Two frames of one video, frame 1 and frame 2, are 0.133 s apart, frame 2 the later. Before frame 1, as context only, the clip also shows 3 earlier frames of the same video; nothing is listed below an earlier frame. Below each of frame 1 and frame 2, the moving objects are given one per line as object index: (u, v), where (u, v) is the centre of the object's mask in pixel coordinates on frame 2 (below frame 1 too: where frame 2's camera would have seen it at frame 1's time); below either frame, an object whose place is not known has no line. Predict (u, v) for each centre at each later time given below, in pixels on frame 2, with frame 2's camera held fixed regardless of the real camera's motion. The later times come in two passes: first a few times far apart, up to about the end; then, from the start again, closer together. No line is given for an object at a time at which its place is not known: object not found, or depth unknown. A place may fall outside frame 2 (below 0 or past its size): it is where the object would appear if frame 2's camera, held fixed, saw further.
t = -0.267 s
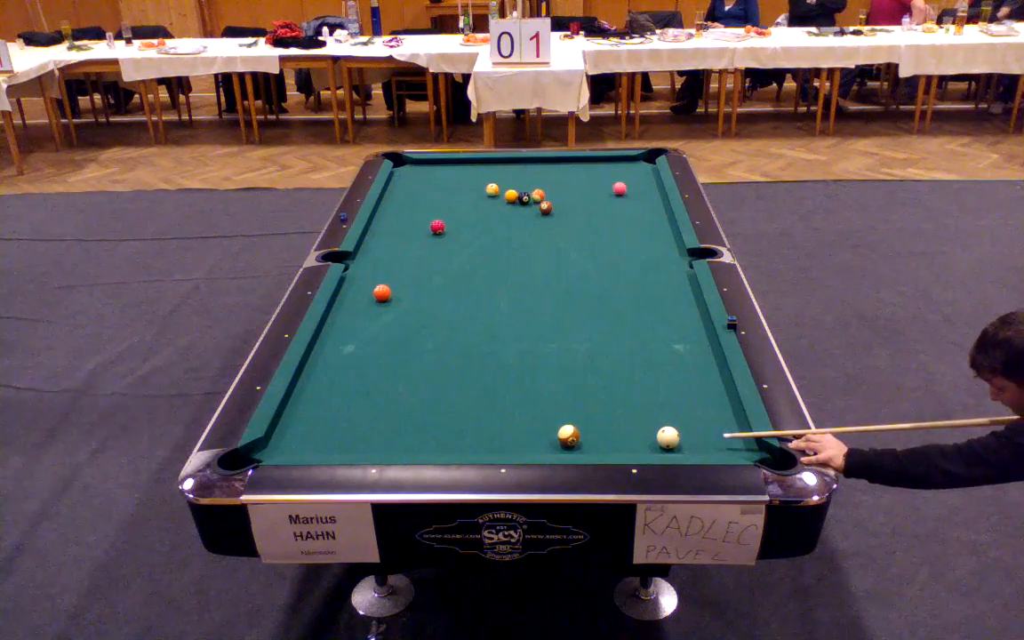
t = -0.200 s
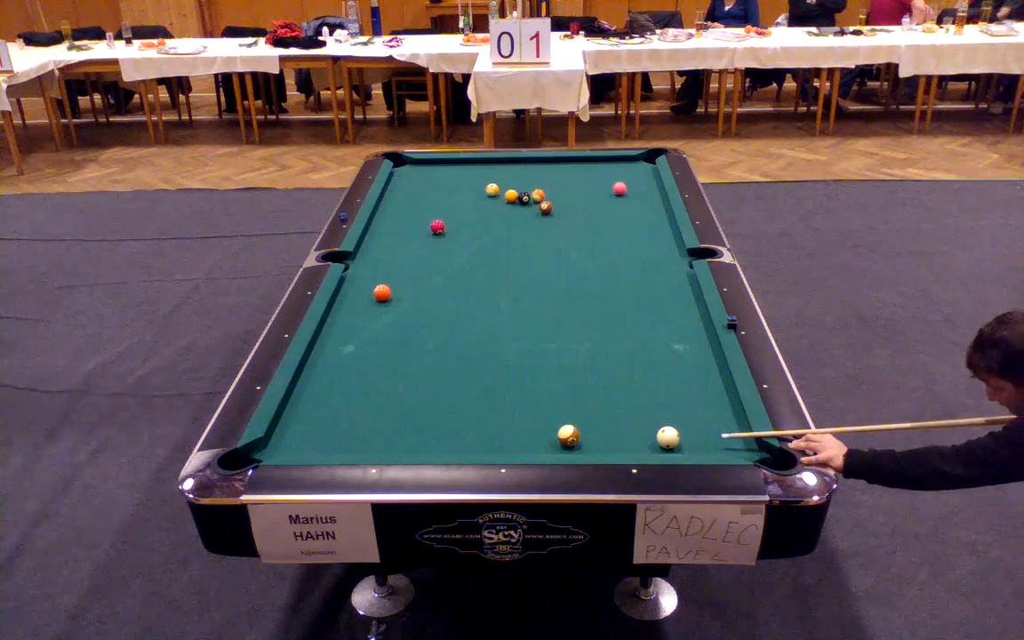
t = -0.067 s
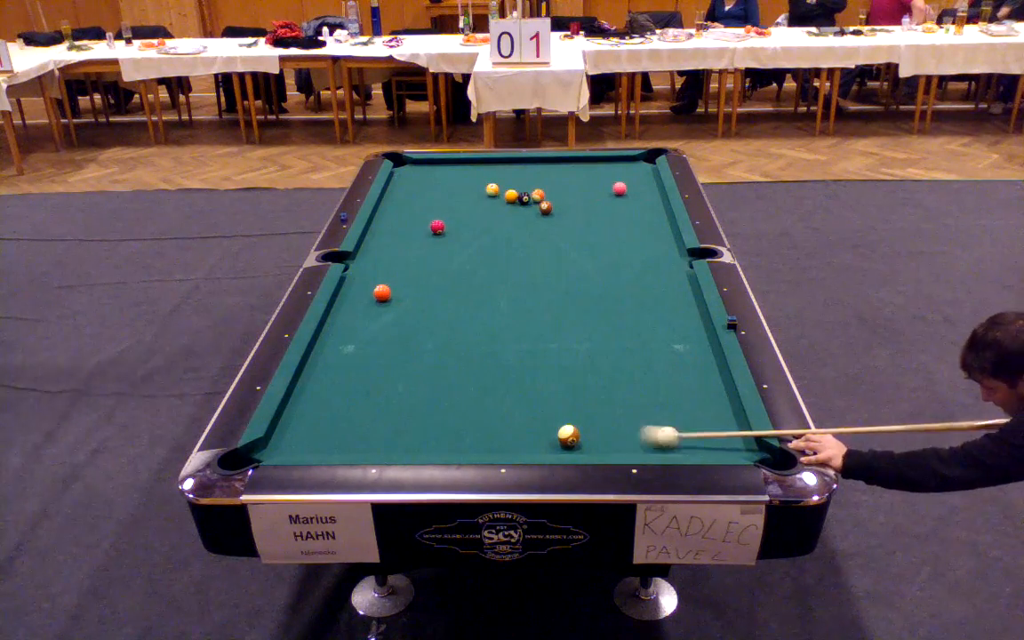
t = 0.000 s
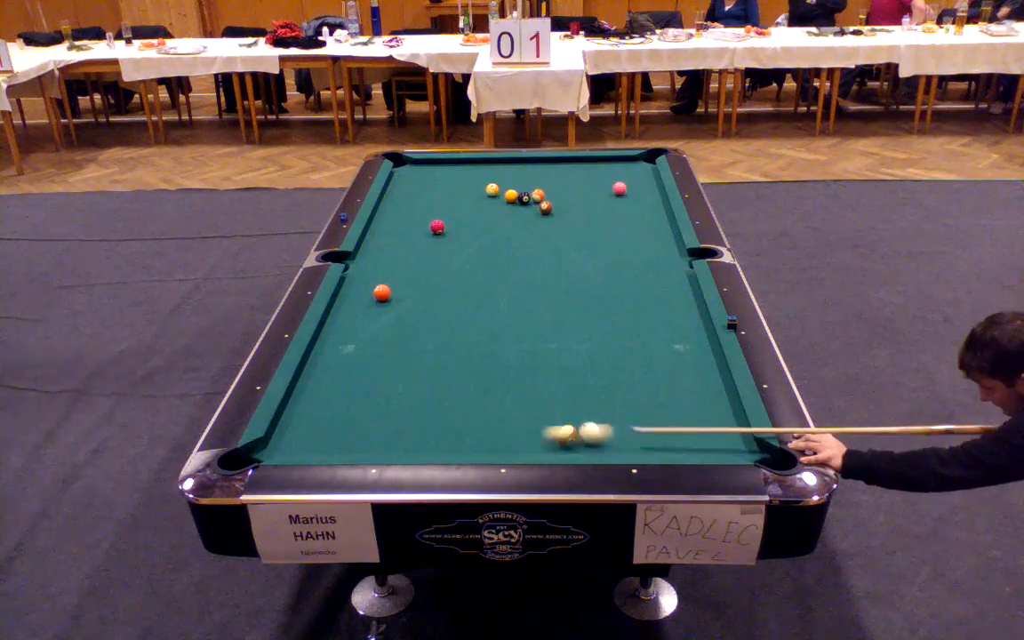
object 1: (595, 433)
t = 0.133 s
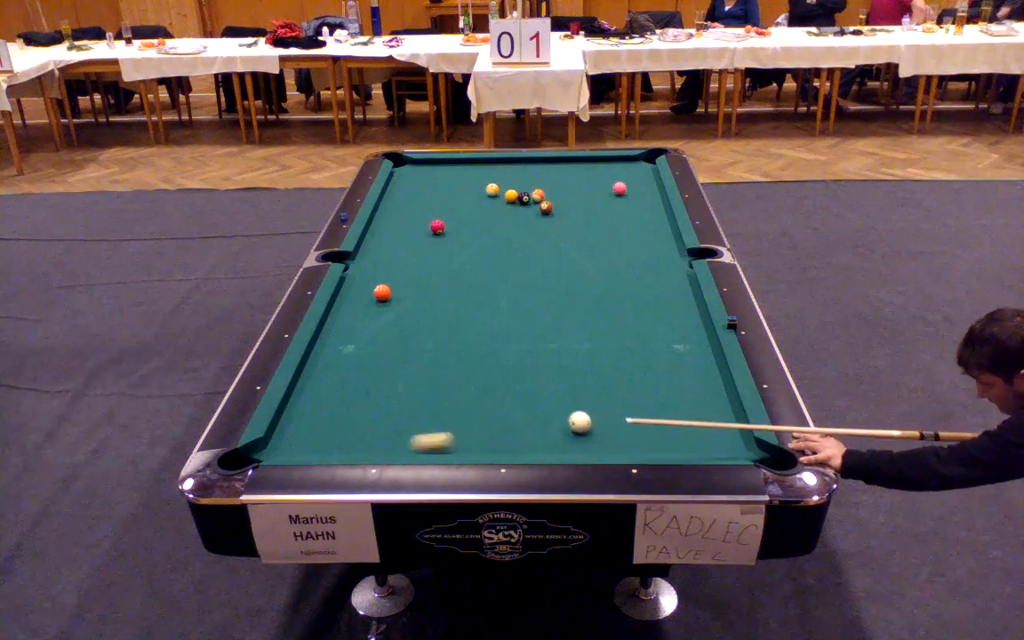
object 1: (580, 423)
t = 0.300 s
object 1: (566, 411)
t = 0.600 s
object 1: (543, 391)
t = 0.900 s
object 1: (524, 374)
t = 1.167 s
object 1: (508, 361)
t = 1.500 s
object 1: (492, 347)
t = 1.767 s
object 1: (481, 337)
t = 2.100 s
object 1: (469, 327)
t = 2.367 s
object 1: (460, 319)
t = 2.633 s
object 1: (453, 313)
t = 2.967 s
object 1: (445, 306)
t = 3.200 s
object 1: (441, 302)
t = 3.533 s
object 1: (436, 297)
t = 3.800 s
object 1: (432, 294)
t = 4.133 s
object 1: (430, 291)
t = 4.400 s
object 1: (428, 290)
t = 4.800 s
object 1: (430, 287)
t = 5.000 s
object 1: (427, 288)
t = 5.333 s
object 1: (427, 288)
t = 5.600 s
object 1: (427, 288)
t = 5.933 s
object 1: (427, 288)
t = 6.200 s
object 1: (427, 288)
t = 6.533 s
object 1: (427, 288)
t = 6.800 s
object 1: (427, 288)
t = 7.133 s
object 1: (427, 288)
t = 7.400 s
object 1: (427, 288)
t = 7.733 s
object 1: (427, 288)
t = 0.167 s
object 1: (577, 420)
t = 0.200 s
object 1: (574, 417)
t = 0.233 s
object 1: (571, 415)
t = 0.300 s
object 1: (566, 411)
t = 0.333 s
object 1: (563, 408)
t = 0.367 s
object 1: (560, 406)
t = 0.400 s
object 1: (558, 404)
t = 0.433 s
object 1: (555, 401)
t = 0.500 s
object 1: (550, 397)
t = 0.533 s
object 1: (548, 395)
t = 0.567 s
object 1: (545, 393)
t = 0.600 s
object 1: (543, 391)
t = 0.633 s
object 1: (541, 389)
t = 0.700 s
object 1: (536, 385)
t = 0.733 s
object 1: (534, 383)
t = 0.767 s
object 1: (532, 382)
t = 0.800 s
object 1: (530, 380)
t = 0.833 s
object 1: (528, 378)
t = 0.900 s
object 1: (524, 374)
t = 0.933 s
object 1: (521, 373)
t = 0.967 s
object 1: (520, 371)
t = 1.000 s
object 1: (518, 369)
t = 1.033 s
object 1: (516, 368)
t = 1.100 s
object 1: (512, 364)
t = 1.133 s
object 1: (510, 363)
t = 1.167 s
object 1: (508, 361)
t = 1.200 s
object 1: (507, 360)
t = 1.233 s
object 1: (505, 358)
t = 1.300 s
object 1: (502, 355)
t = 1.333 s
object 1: (500, 354)
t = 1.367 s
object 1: (498, 352)
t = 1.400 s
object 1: (497, 351)
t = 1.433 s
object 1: (495, 350)
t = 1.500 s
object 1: (492, 347)
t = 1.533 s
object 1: (491, 346)
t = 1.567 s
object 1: (489, 344)
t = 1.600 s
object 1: (488, 343)
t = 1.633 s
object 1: (486, 342)
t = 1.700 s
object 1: (484, 339)
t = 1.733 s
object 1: (482, 338)
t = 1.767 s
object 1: (481, 337)
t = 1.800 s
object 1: (479, 336)
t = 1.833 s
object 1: (478, 335)
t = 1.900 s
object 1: (476, 333)
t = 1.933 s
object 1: (475, 332)
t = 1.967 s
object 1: (473, 331)
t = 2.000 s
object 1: (472, 330)
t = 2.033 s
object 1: (471, 328)
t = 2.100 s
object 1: (469, 327)
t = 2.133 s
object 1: (468, 326)
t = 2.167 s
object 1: (467, 325)
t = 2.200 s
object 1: (466, 324)
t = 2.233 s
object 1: (464, 323)
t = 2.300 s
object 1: (462, 321)
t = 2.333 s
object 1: (461, 320)
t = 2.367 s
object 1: (460, 319)
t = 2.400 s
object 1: (459, 318)
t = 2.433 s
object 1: (458, 317)
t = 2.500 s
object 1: (457, 316)
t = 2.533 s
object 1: (456, 315)
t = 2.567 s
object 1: (455, 314)
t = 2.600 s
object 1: (454, 314)
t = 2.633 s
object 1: (453, 313)
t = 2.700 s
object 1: (451, 311)
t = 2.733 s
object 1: (451, 311)
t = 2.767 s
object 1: (450, 310)
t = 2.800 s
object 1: (449, 309)
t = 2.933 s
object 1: (446, 307)
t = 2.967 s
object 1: (445, 306)
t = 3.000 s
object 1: (445, 305)
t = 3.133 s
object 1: (442, 303)
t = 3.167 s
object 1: (441, 302)
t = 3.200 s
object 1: (441, 302)
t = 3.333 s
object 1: (438, 300)
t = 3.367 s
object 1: (438, 299)
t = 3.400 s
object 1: (438, 299)
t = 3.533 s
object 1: (436, 297)
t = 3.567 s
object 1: (435, 297)
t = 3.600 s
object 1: (435, 296)
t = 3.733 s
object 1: (433, 295)
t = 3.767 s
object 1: (433, 294)
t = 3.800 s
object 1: (432, 294)
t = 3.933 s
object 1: (431, 293)
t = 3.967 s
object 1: (431, 293)
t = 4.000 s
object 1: (431, 292)
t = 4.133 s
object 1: (430, 291)
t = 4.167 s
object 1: (429, 291)
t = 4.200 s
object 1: (429, 291)
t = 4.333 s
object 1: (428, 290)
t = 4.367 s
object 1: (429, 289)
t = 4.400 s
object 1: (428, 290)
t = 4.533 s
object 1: (428, 289)
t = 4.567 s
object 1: (428, 289)
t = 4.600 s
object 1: (424, 288)
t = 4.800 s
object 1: (430, 287)
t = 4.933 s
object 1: (427, 288)
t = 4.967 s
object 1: (427, 288)
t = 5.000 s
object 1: (427, 288)
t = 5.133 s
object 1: (427, 288)
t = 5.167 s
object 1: (427, 288)
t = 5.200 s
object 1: (427, 288)
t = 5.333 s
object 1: (427, 288)
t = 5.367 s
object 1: (427, 288)
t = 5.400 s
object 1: (427, 288)
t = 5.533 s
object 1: (427, 288)
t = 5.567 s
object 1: (427, 288)
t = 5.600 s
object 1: (427, 288)
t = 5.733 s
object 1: (427, 288)
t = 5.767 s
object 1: (427, 288)
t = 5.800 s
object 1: (427, 288)
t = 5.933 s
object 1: (427, 288)
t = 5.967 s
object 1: (427, 288)
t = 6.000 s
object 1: (427, 288)
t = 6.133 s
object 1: (427, 288)
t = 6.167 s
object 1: (427, 288)
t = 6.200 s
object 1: (427, 288)
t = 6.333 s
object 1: (427, 288)
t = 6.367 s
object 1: (427, 288)
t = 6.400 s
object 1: (427, 288)
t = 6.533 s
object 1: (427, 288)
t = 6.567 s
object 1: (427, 288)
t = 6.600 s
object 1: (427, 288)
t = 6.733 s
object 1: (427, 288)
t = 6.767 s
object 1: (427, 288)
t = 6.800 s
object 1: (427, 288)
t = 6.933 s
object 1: (427, 288)
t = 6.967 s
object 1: (427, 288)
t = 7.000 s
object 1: (427, 288)
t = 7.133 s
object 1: (427, 288)
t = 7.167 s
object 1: (427, 288)
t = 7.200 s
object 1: (427, 288)
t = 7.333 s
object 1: (427, 288)
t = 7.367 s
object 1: (427, 288)
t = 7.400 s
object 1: (427, 288)
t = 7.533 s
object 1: (427, 288)
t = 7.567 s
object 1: (427, 288)
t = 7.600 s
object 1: (427, 288)
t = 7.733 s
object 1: (427, 288)
